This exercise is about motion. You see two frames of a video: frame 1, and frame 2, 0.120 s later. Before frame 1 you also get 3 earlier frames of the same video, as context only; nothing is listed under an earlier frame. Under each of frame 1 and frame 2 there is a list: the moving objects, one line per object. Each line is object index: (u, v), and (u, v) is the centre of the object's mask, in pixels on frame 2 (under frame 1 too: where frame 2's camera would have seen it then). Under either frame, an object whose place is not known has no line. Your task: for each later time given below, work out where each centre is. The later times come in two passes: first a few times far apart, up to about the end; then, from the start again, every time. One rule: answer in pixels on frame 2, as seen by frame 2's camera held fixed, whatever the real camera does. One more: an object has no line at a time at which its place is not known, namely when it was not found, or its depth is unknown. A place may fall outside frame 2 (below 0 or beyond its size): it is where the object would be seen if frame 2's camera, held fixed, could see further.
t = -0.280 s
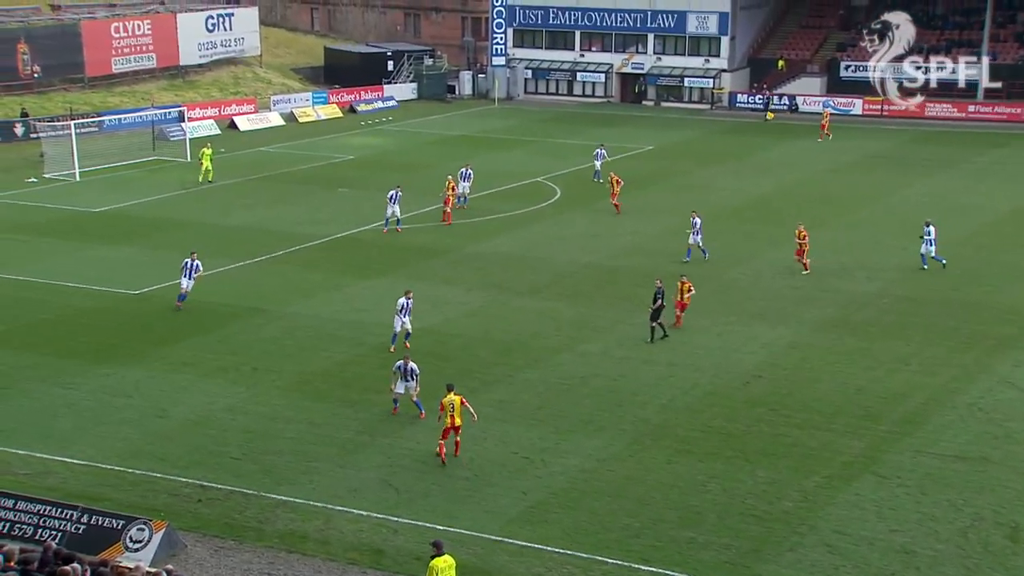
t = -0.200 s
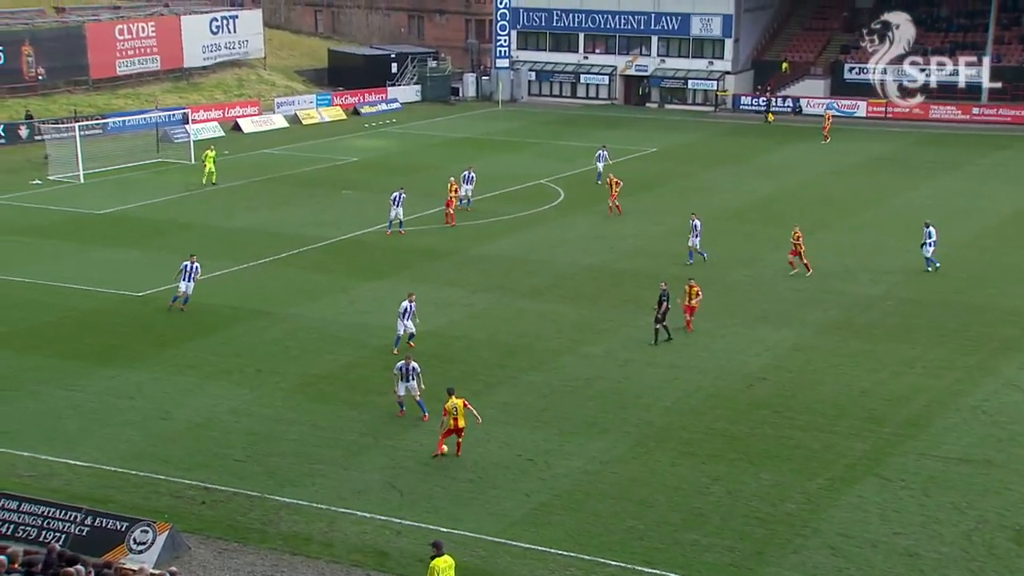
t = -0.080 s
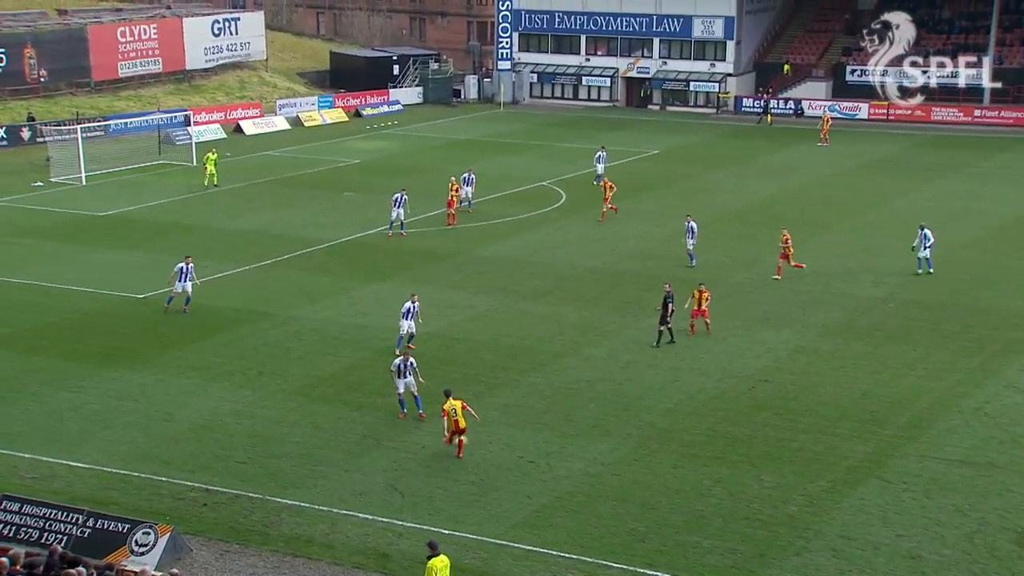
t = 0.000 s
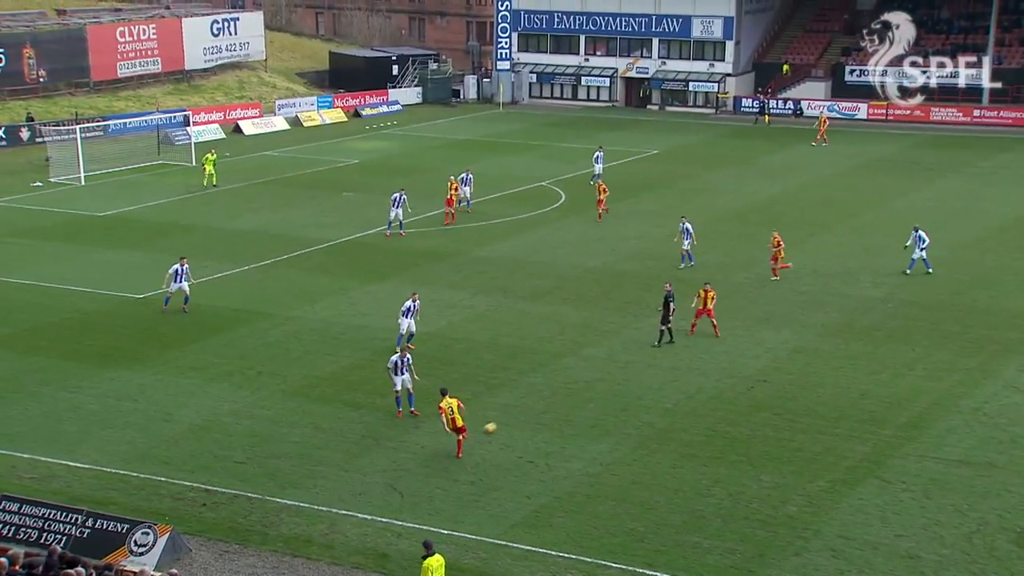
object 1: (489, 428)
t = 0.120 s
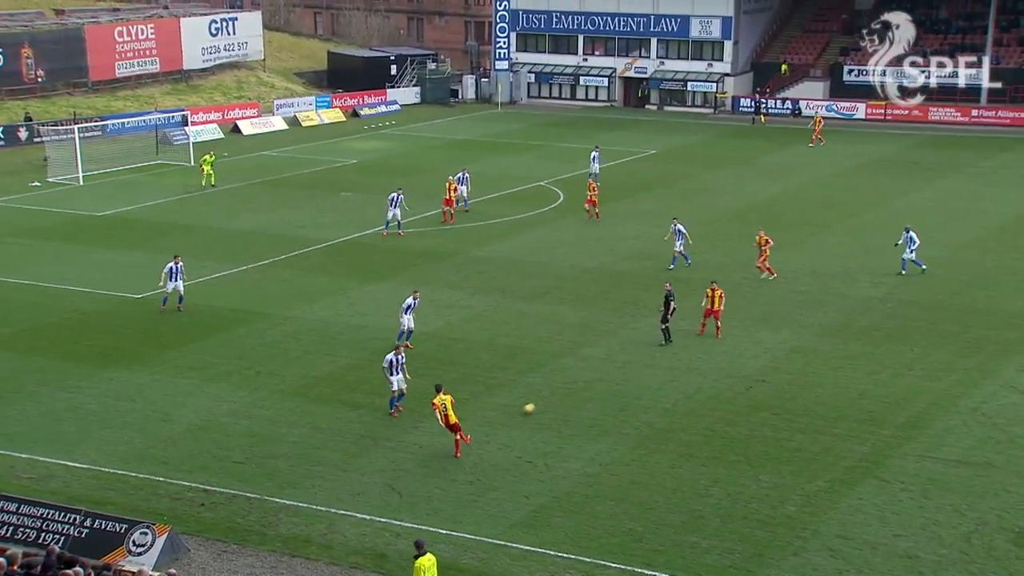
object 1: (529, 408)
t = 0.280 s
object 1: (576, 389)
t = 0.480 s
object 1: (624, 367)
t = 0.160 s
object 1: (541, 402)
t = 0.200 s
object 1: (553, 397)
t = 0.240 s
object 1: (565, 393)
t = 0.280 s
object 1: (576, 389)
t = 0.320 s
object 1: (586, 384)
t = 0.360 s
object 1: (596, 379)
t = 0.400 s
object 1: (606, 375)
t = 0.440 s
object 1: (615, 372)
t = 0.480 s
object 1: (624, 367)
